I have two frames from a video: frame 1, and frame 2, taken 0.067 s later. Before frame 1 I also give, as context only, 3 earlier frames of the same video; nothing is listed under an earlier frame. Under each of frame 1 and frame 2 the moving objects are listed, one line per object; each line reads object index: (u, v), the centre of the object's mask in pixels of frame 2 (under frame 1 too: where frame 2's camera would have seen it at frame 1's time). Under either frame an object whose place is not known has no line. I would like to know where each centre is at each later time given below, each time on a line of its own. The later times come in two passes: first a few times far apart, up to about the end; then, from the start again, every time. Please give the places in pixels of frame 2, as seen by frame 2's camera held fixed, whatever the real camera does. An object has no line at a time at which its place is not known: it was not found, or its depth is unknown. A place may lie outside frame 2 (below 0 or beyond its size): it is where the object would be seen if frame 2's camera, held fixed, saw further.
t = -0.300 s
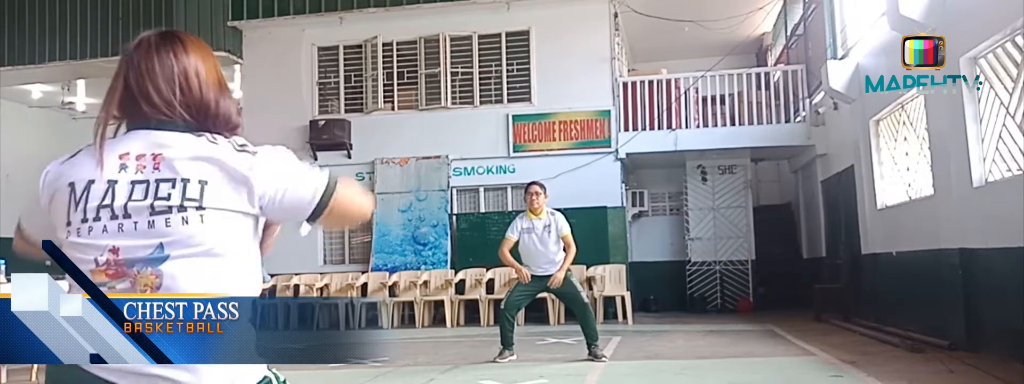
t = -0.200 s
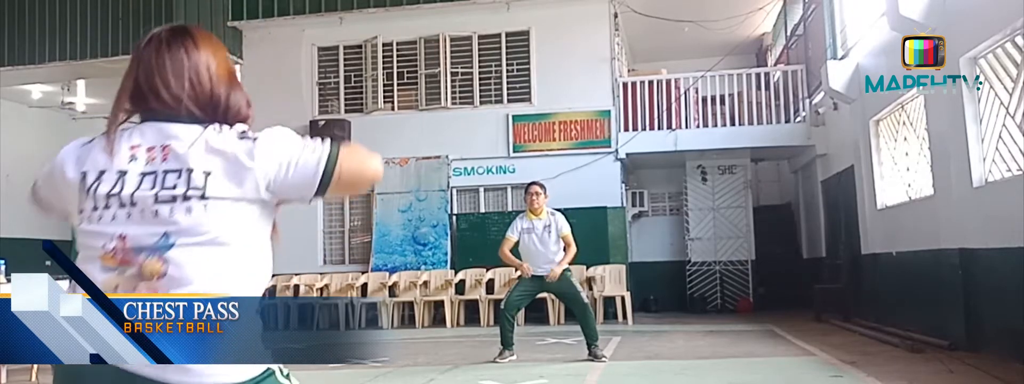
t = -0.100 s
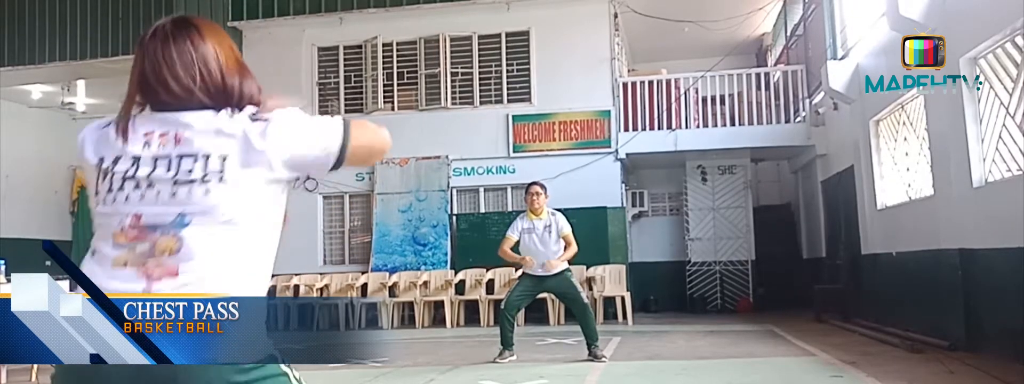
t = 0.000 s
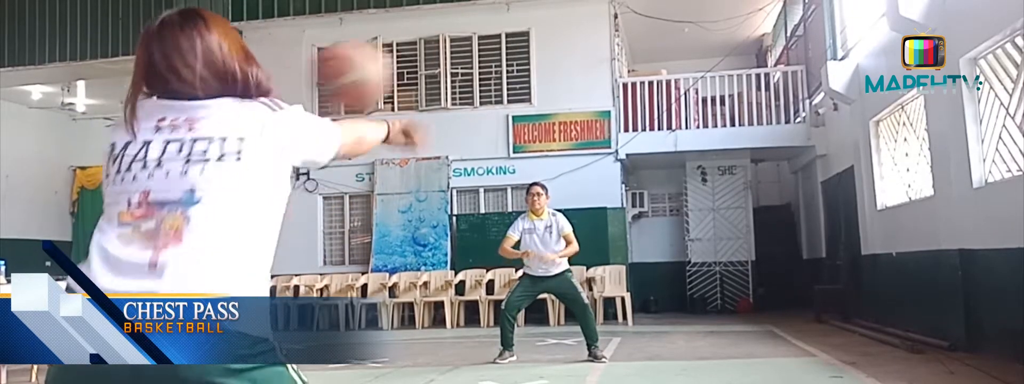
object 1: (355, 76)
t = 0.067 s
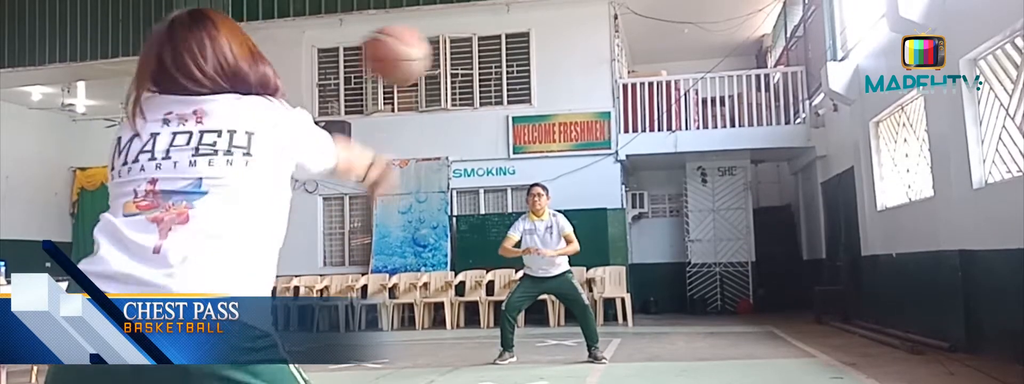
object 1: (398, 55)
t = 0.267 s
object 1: (476, 64)
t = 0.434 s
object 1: (514, 111)
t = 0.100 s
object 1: (415, 50)
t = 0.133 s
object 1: (430, 48)
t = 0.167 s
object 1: (443, 49)
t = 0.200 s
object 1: (456, 53)
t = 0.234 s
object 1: (467, 58)
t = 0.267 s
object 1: (476, 64)
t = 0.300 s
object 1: (485, 72)
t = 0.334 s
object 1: (493, 79)
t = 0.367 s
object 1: (501, 90)
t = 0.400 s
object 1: (507, 100)
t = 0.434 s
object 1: (514, 111)
